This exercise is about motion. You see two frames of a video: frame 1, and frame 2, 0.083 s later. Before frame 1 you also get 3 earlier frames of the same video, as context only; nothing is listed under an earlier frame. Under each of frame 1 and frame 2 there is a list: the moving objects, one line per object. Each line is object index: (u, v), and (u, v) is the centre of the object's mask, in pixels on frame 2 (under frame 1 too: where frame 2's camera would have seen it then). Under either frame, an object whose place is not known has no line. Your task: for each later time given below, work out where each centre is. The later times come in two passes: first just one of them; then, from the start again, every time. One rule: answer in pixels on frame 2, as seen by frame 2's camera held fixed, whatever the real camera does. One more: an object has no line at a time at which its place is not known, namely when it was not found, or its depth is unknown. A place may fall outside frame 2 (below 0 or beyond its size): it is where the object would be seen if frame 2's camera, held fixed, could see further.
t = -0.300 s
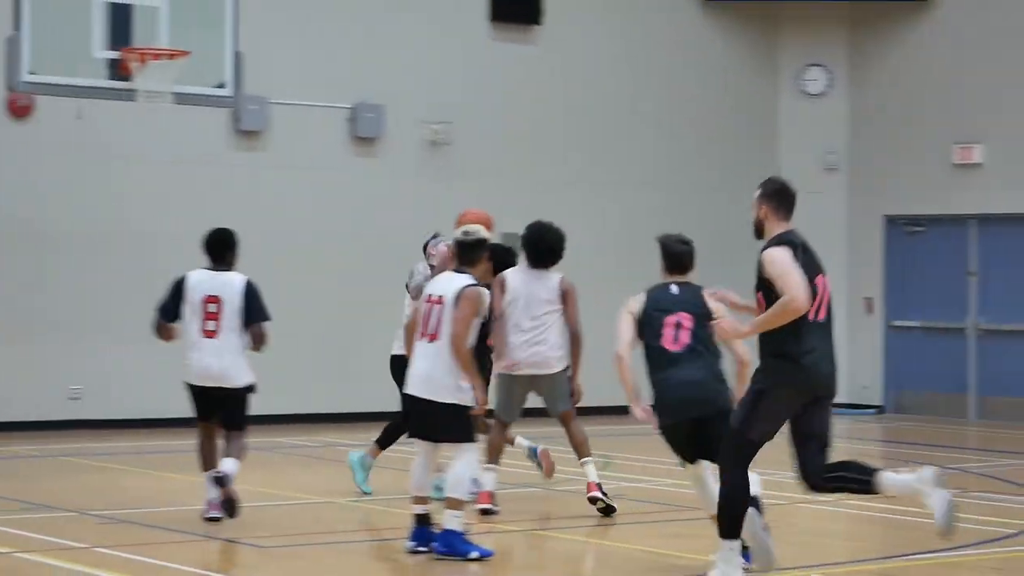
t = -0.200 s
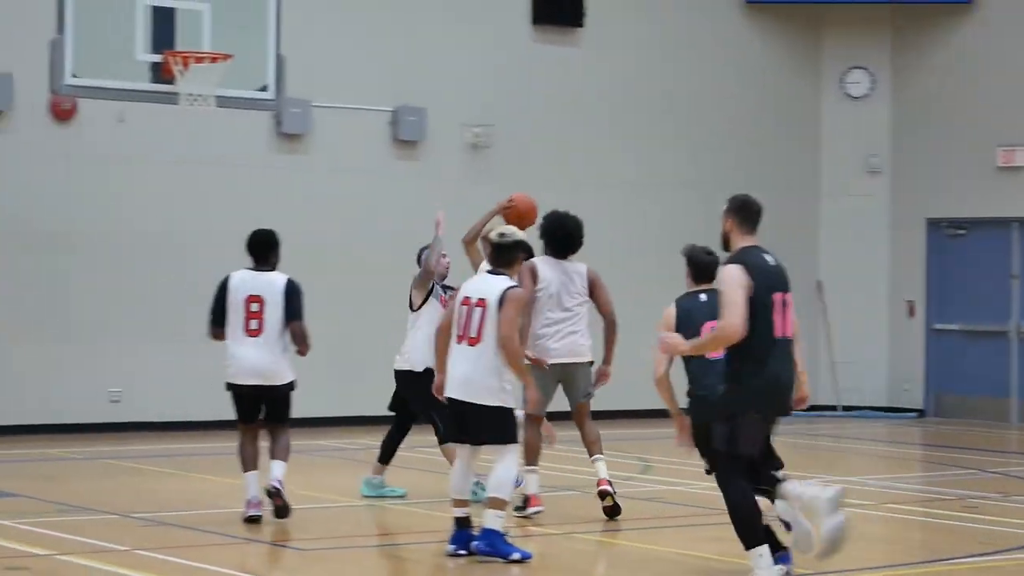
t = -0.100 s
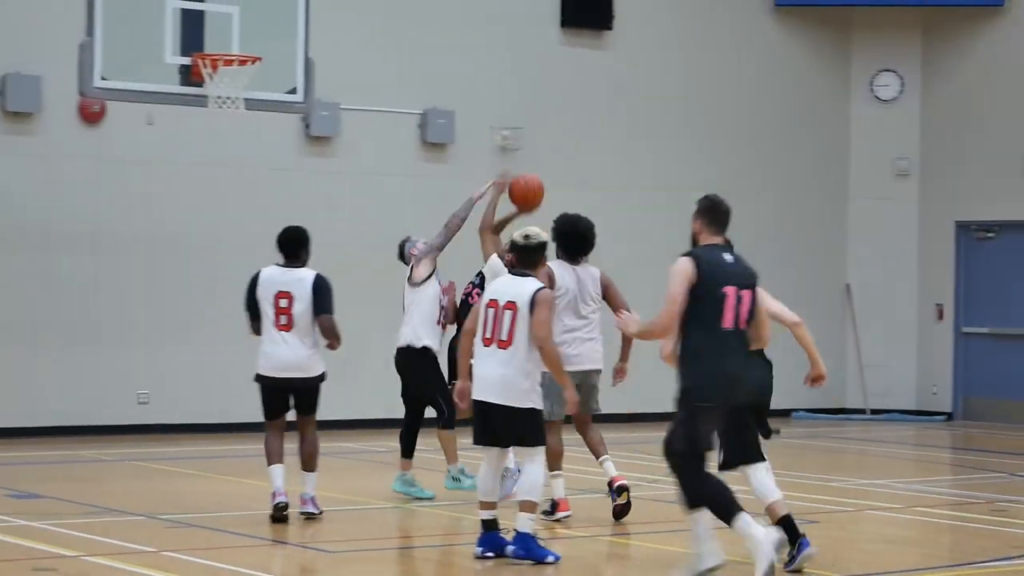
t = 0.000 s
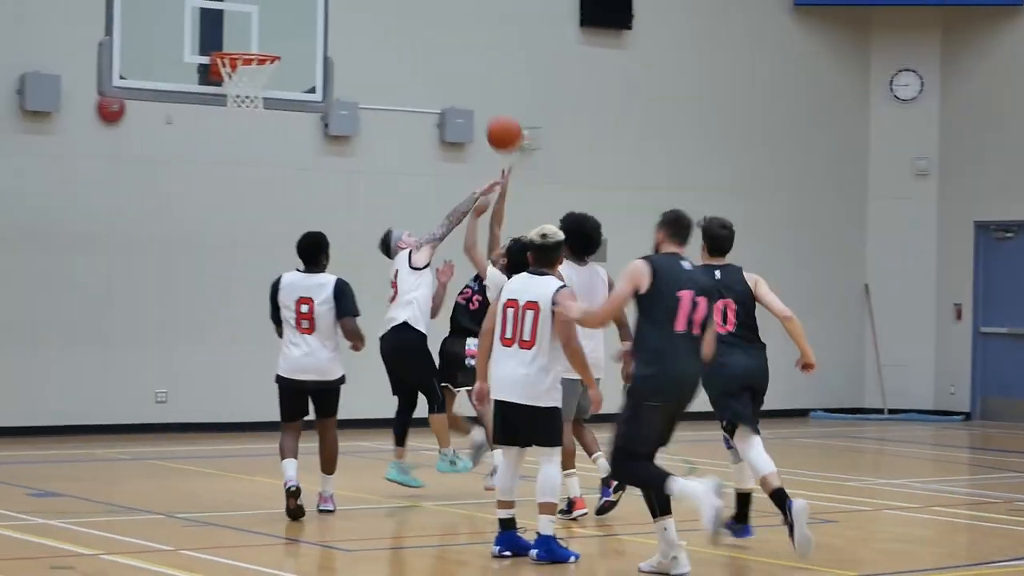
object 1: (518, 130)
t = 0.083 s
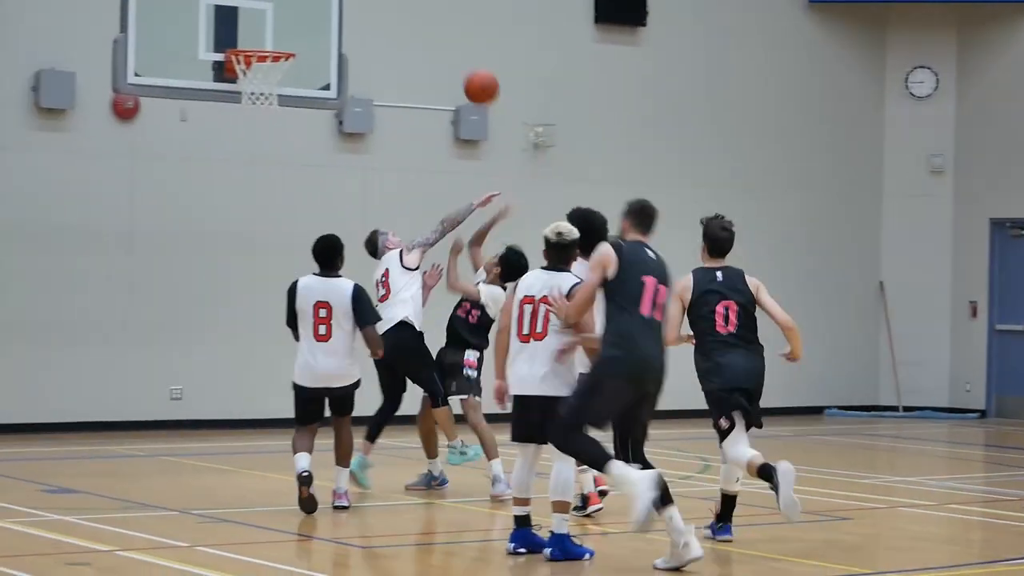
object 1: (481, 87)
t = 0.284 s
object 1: (393, 27)
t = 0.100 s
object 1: (473, 80)
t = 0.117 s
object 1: (466, 73)
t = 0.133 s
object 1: (459, 67)
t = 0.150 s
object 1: (452, 60)
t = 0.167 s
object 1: (444, 55)
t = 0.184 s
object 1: (437, 49)
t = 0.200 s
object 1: (430, 45)
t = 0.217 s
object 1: (422, 40)
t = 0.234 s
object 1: (415, 36)
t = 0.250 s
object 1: (408, 32)
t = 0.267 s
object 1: (400, 30)
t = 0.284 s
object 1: (393, 27)
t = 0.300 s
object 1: (386, 25)
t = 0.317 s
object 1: (379, 23)
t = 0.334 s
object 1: (372, 21)
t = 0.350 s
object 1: (365, 20)
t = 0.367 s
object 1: (358, 19)
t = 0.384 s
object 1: (351, 19)
